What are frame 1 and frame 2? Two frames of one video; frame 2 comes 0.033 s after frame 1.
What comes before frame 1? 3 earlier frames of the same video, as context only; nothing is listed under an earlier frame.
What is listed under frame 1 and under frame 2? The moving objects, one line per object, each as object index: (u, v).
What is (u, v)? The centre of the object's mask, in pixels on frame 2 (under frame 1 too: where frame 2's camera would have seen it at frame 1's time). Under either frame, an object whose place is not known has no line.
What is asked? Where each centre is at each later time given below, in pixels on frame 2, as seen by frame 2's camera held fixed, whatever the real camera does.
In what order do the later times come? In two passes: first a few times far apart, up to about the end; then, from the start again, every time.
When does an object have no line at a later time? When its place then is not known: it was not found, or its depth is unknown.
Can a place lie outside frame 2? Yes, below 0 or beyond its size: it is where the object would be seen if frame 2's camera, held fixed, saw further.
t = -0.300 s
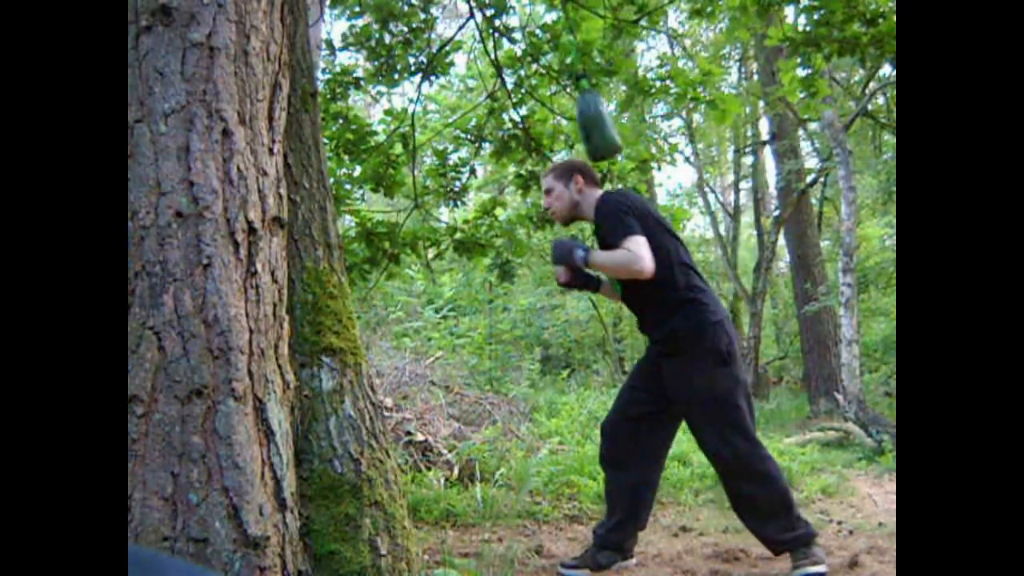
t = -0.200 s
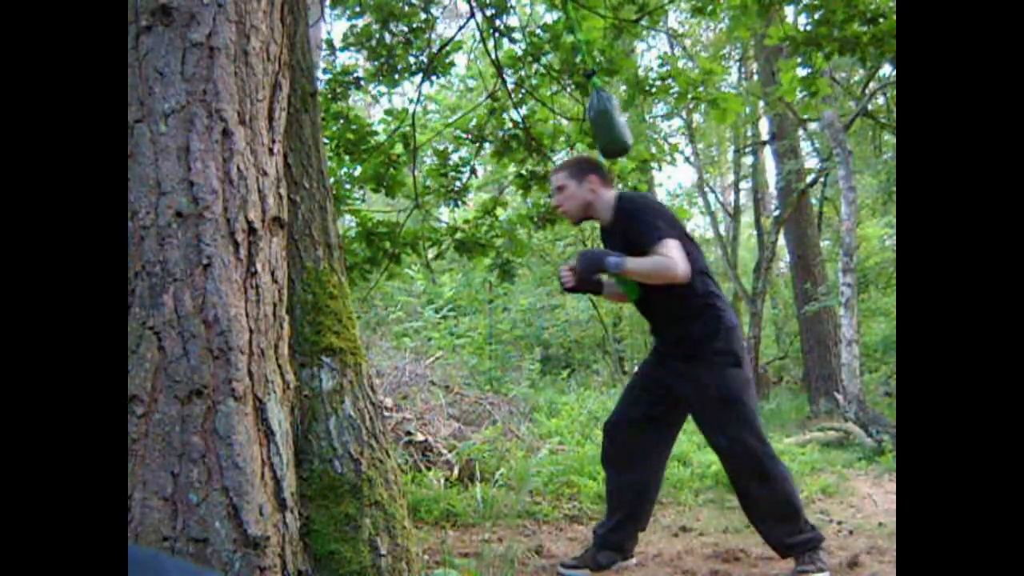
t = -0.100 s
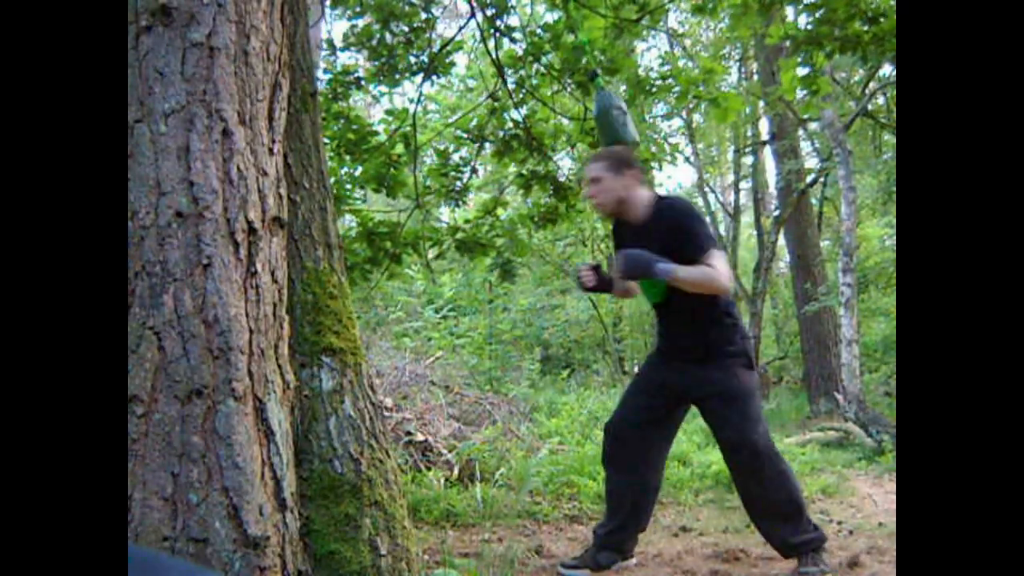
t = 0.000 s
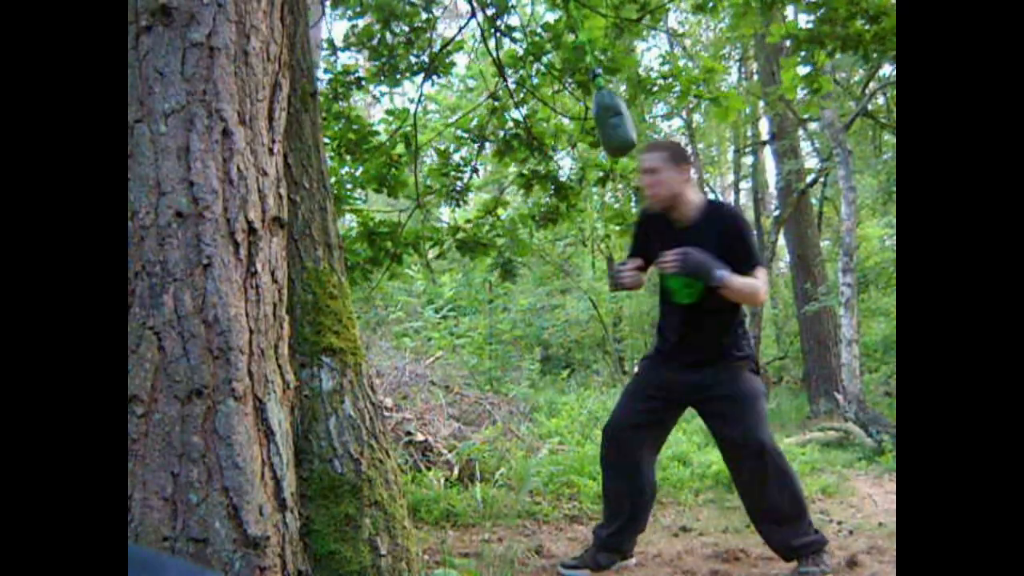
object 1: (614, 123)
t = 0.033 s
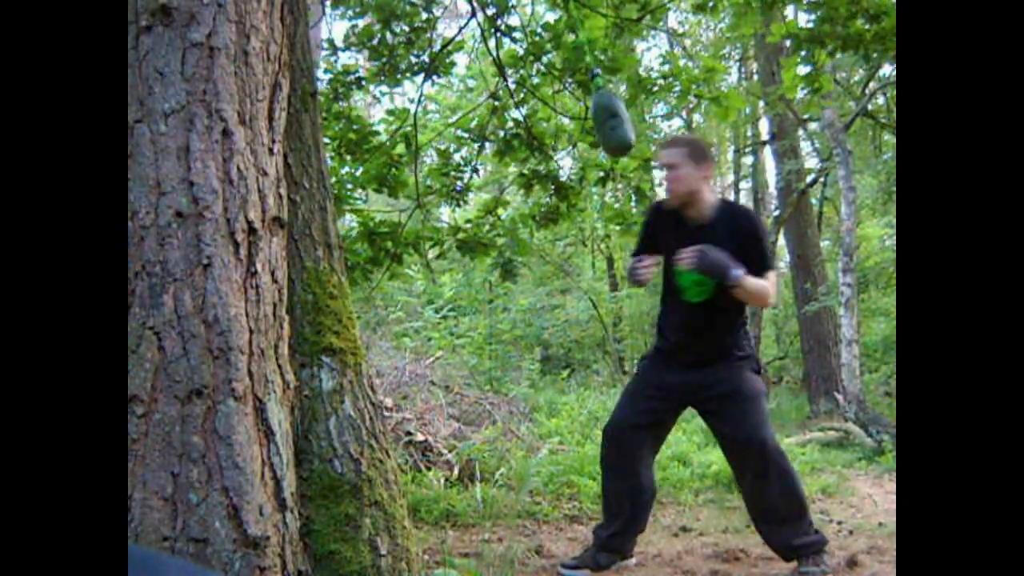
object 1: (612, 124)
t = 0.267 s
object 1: (582, 130)
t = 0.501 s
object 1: (522, 134)
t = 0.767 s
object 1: (432, 125)
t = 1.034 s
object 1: (352, 105)
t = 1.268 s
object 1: (325, 82)
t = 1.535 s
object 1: (331, 90)
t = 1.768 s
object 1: (382, 112)
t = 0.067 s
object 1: (609, 123)
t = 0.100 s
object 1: (606, 124)
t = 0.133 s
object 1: (602, 126)
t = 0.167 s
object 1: (599, 126)
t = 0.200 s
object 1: (594, 128)
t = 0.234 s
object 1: (589, 130)
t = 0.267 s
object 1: (582, 130)
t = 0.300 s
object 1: (576, 131)
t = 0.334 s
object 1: (568, 131)
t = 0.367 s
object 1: (561, 132)
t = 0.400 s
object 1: (550, 132)
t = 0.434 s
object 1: (542, 132)
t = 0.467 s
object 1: (534, 133)
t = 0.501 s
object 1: (522, 134)
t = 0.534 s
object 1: (512, 133)
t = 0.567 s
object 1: (502, 134)
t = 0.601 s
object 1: (492, 132)
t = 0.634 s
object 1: (480, 131)
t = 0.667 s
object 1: (467, 129)
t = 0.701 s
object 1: (456, 129)
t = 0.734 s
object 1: (444, 126)
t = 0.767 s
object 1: (432, 125)
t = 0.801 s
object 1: (422, 123)
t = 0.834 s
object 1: (411, 122)
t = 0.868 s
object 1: (402, 120)
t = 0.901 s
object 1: (389, 115)
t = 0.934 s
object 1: (379, 113)
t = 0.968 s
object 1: (369, 110)
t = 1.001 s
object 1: (360, 107)
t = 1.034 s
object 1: (352, 105)
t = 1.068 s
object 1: (345, 102)
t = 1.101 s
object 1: (339, 102)
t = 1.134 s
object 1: (336, 96)
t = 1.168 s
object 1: (332, 91)
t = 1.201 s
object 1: (330, 88)
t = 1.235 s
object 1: (328, 86)
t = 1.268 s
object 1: (325, 82)
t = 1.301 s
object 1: (324, 83)
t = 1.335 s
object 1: (323, 83)
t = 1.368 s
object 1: (323, 82)
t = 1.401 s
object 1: (324, 84)
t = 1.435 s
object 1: (326, 83)
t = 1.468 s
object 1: (328, 86)
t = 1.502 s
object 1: (330, 87)
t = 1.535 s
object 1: (331, 90)
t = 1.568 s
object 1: (337, 96)
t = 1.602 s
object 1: (342, 97)
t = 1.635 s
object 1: (348, 102)
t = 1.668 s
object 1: (355, 104)
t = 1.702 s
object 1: (363, 106)
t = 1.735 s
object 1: (372, 110)
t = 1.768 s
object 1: (382, 112)
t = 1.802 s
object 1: (392, 116)
